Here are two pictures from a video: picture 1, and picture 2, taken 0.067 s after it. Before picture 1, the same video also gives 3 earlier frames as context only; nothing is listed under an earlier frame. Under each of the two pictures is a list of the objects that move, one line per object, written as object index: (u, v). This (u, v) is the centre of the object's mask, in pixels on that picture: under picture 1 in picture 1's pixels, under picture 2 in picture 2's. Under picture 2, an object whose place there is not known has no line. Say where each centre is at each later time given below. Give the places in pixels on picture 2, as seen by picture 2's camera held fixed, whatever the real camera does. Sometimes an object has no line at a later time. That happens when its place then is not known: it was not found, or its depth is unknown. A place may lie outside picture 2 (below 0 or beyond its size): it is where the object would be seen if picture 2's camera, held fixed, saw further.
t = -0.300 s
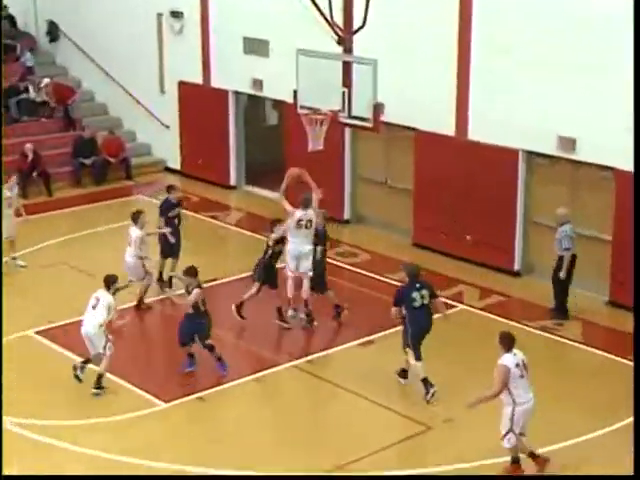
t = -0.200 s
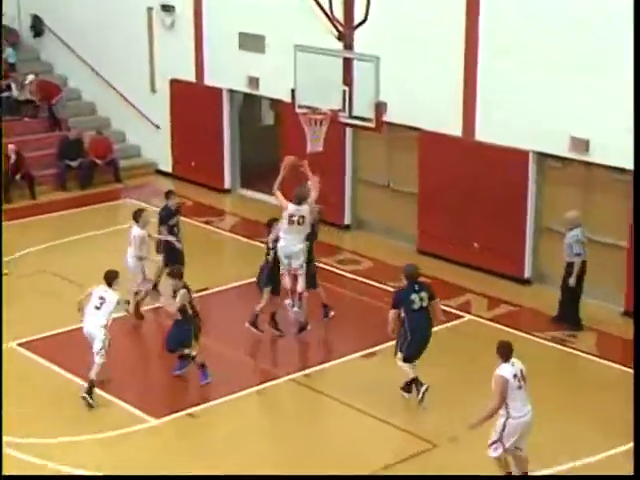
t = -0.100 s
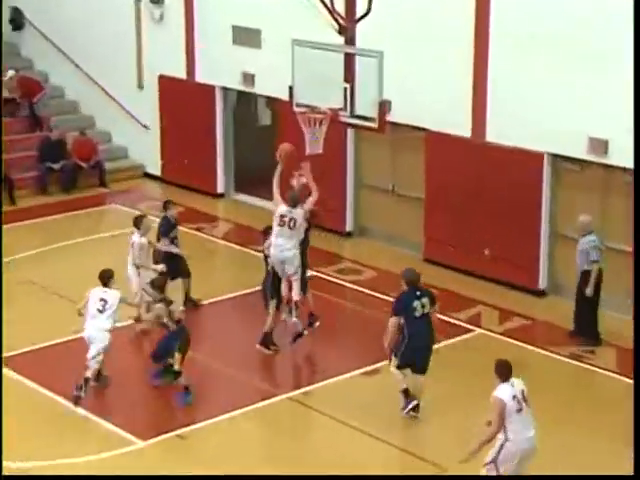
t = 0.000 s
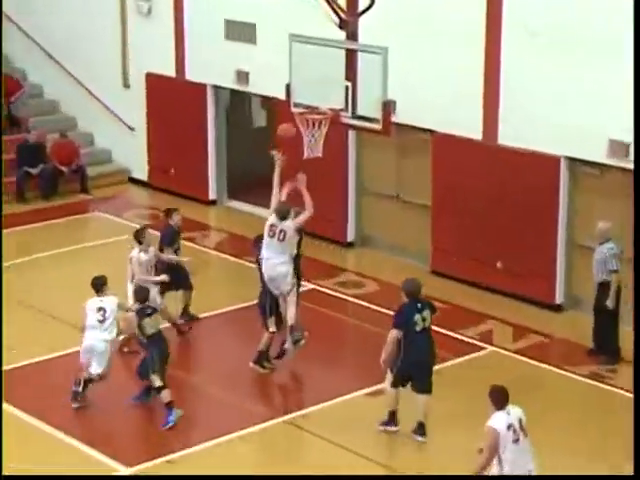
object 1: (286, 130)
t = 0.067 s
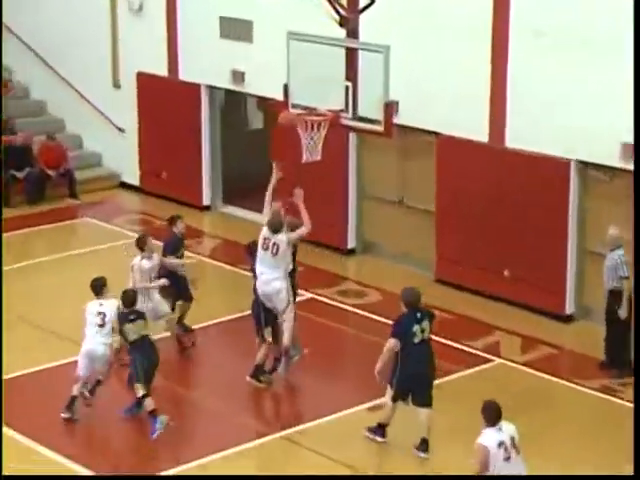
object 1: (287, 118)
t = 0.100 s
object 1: (290, 112)
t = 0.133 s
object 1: (292, 109)
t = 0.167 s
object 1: (296, 104)
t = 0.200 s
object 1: (298, 103)
